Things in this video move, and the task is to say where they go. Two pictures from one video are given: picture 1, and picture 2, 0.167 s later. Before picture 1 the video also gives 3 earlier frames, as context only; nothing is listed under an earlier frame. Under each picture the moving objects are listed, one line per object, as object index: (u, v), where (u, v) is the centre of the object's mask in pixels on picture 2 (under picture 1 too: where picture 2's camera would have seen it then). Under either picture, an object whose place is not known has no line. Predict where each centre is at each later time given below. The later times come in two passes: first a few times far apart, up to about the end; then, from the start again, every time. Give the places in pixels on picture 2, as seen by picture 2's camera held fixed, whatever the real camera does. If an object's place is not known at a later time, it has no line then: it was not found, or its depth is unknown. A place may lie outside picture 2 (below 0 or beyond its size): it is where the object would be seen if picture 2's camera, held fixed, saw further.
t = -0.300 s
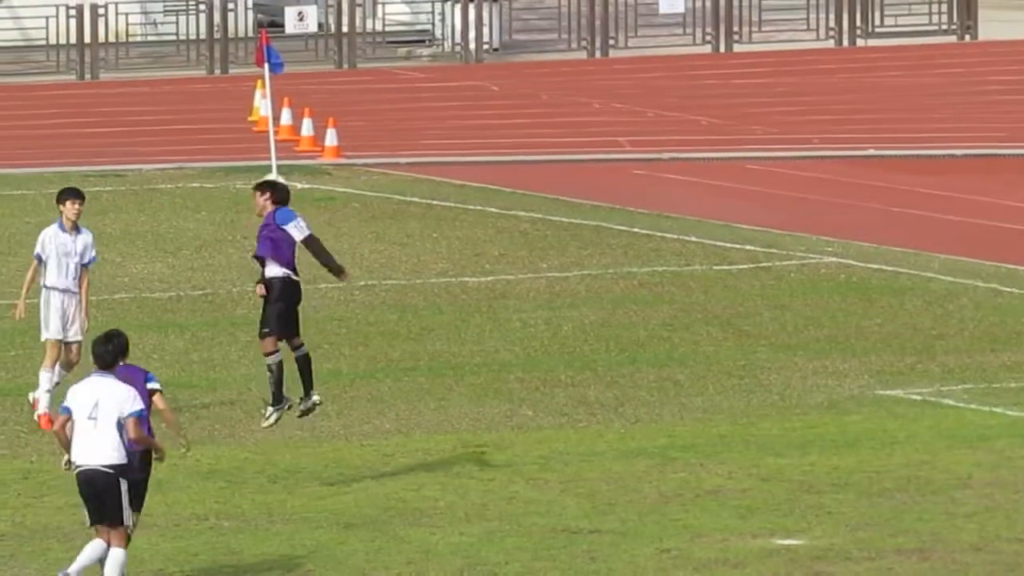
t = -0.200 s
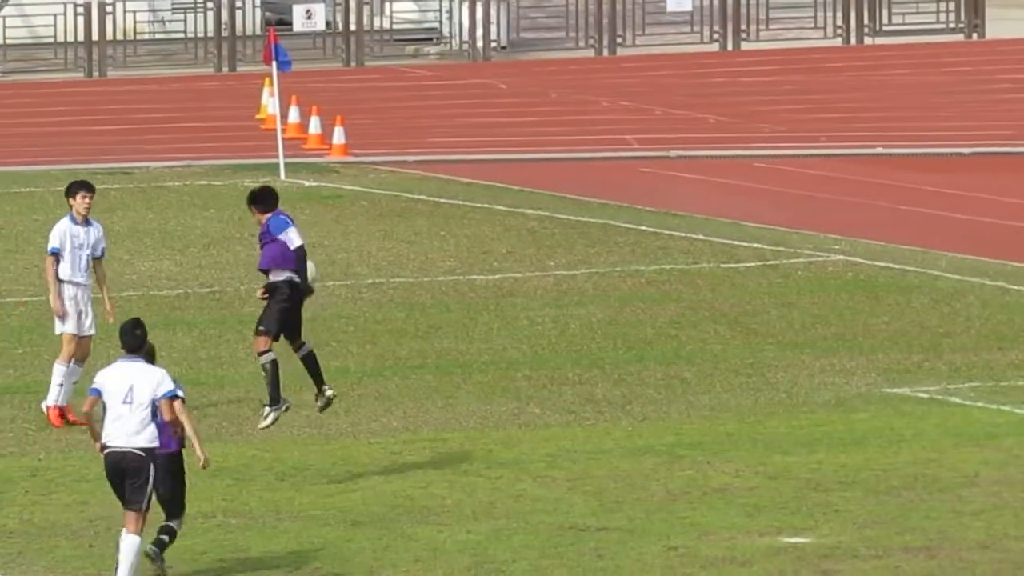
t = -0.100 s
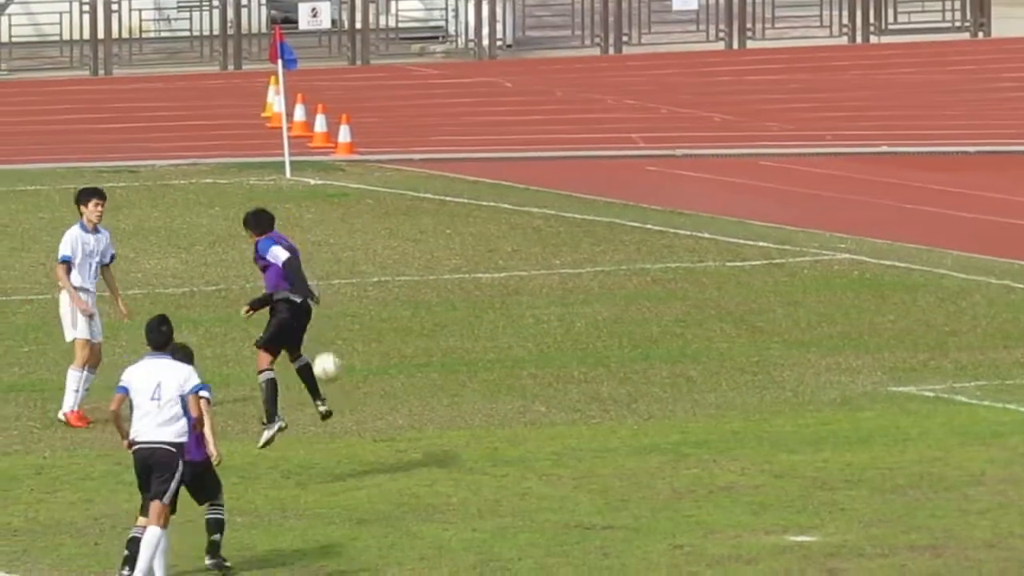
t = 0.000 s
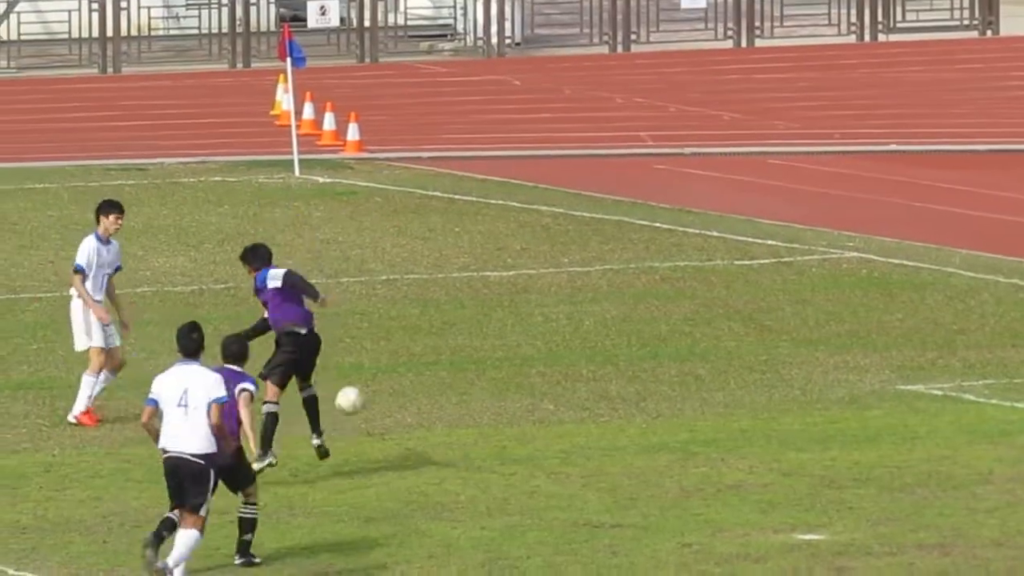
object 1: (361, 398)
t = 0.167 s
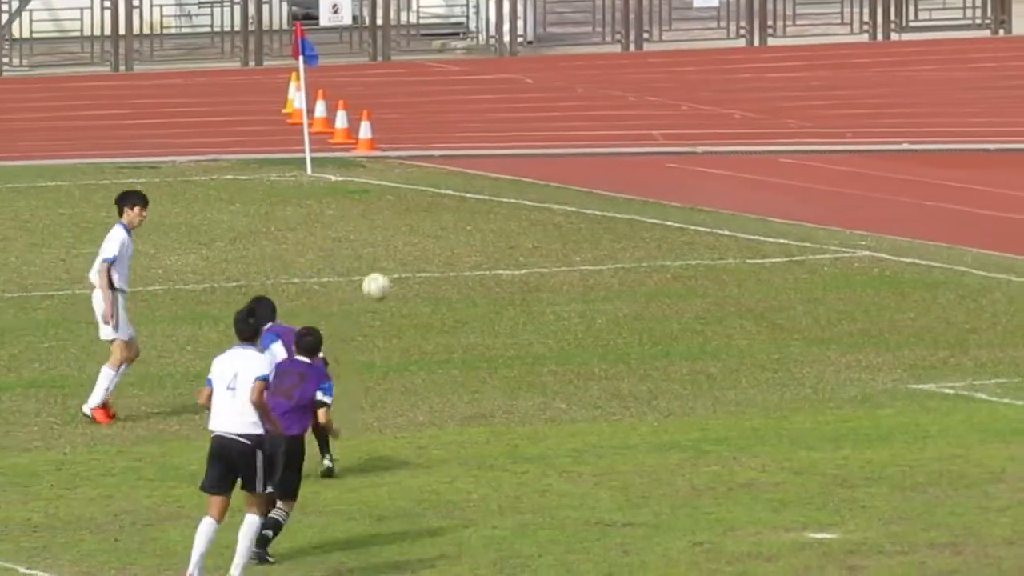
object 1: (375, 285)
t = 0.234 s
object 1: (381, 252)
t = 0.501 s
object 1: (403, 178)
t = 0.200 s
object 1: (379, 269)
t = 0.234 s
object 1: (381, 252)
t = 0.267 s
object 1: (384, 238)
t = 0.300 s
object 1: (387, 225)
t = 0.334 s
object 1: (389, 213)
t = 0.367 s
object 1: (391, 203)
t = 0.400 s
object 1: (395, 194)
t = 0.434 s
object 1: (397, 188)
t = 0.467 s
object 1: (400, 183)
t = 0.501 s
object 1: (403, 178)
